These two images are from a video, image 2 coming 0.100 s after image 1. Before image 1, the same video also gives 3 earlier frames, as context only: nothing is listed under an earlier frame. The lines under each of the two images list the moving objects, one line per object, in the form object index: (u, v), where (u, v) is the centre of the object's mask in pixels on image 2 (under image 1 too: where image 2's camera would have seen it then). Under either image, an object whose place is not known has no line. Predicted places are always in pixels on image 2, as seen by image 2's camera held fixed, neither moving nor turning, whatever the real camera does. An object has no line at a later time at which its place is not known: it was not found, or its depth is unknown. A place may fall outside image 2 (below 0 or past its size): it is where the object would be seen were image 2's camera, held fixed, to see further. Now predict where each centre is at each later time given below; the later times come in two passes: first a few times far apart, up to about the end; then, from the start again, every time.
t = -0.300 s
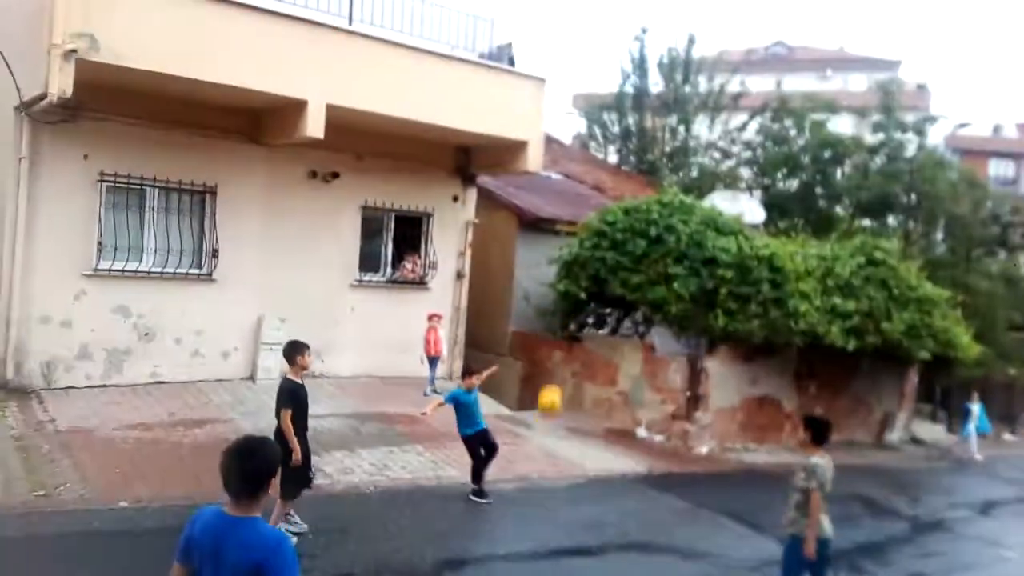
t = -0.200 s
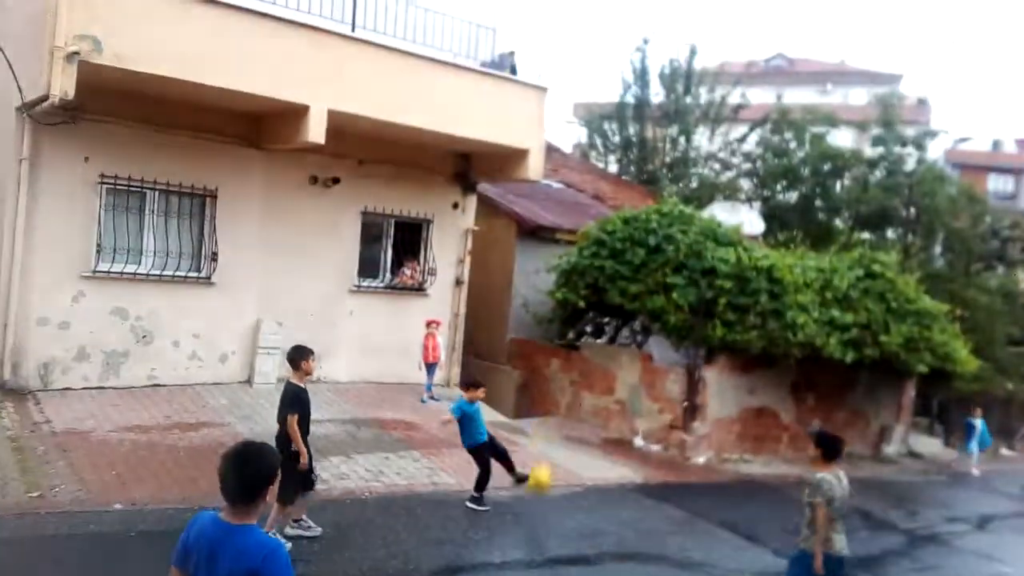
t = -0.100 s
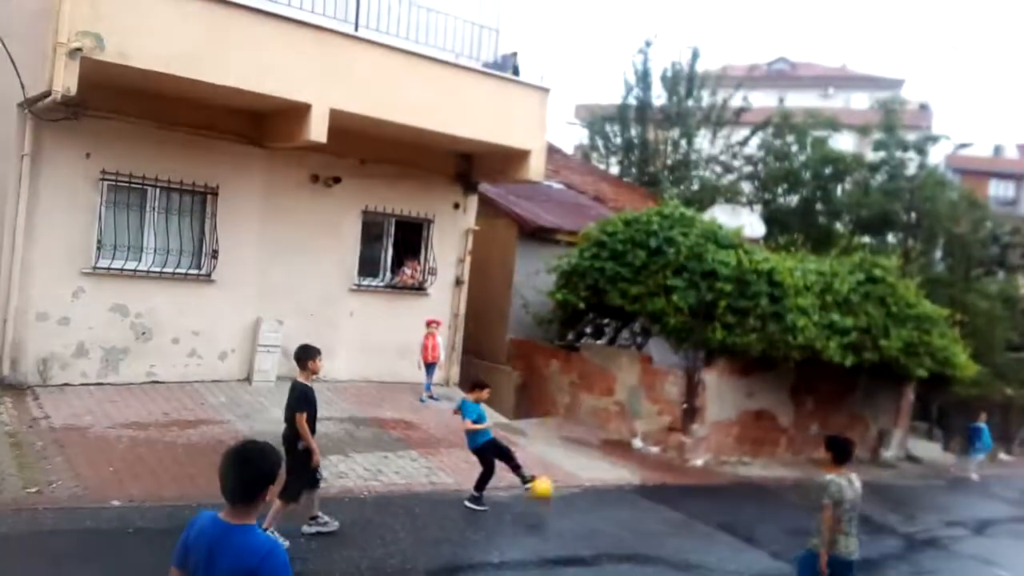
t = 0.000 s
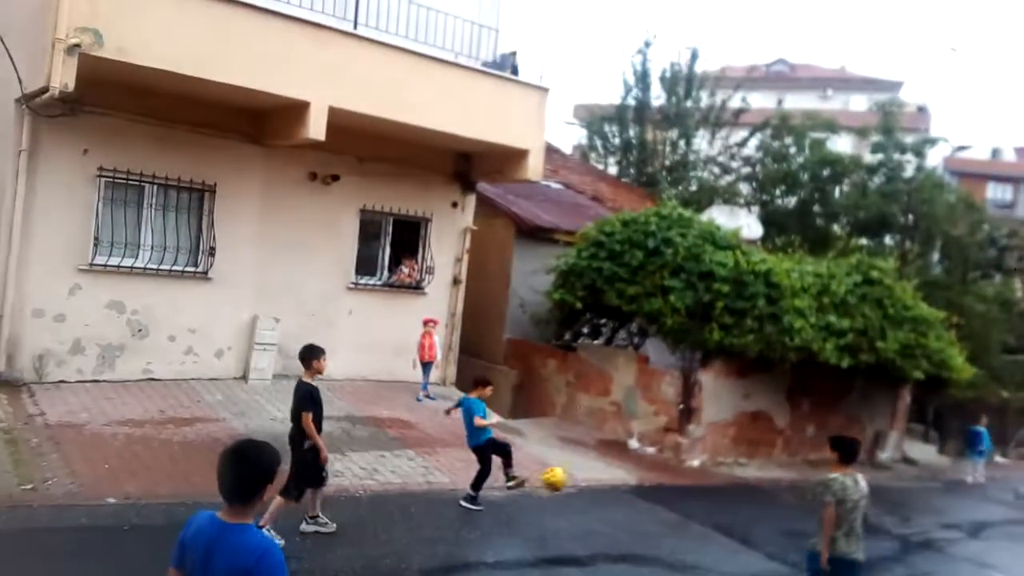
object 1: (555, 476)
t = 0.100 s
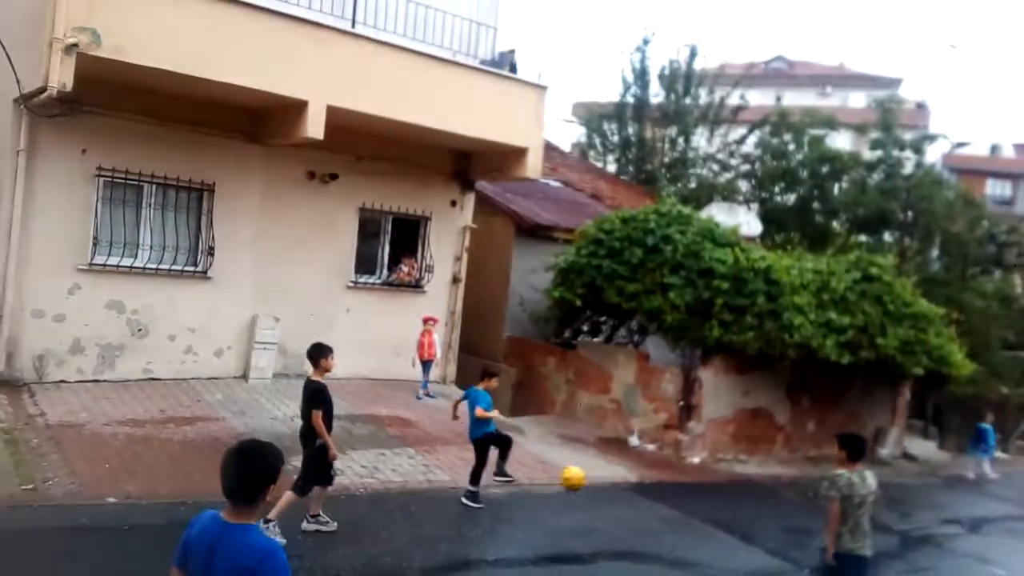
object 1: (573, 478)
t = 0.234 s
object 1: (595, 497)
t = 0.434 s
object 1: (628, 544)
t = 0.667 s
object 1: (655, 541)
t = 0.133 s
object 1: (578, 481)
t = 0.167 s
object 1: (583, 485)
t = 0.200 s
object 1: (589, 490)
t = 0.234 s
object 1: (595, 497)
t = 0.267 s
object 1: (602, 506)
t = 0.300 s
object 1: (607, 516)
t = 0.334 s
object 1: (612, 527)
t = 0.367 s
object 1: (618, 539)
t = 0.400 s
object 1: (623, 551)
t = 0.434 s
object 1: (628, 544)
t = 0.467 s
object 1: (632, 540)
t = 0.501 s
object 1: (635, 537)
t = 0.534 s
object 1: (640, 536)
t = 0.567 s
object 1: (644, 536)
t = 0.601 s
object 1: (647, 536)
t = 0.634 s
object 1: (650, 537)
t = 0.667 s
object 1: (655, 541)
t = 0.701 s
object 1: (659, 547)
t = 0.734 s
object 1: (661, 553)
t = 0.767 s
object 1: (665, 556)
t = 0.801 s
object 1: (671, 554)
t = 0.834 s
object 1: (677, 556)
